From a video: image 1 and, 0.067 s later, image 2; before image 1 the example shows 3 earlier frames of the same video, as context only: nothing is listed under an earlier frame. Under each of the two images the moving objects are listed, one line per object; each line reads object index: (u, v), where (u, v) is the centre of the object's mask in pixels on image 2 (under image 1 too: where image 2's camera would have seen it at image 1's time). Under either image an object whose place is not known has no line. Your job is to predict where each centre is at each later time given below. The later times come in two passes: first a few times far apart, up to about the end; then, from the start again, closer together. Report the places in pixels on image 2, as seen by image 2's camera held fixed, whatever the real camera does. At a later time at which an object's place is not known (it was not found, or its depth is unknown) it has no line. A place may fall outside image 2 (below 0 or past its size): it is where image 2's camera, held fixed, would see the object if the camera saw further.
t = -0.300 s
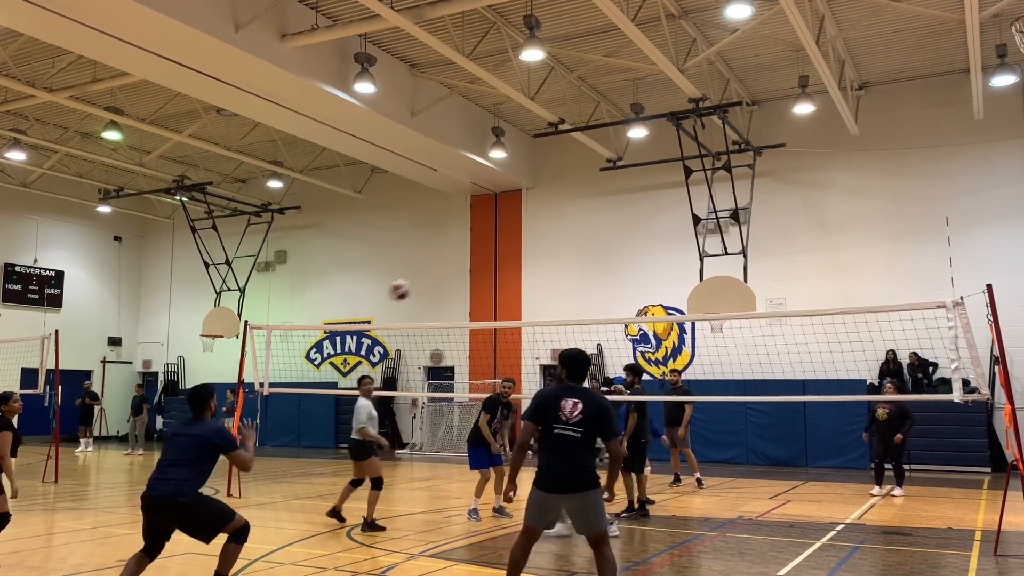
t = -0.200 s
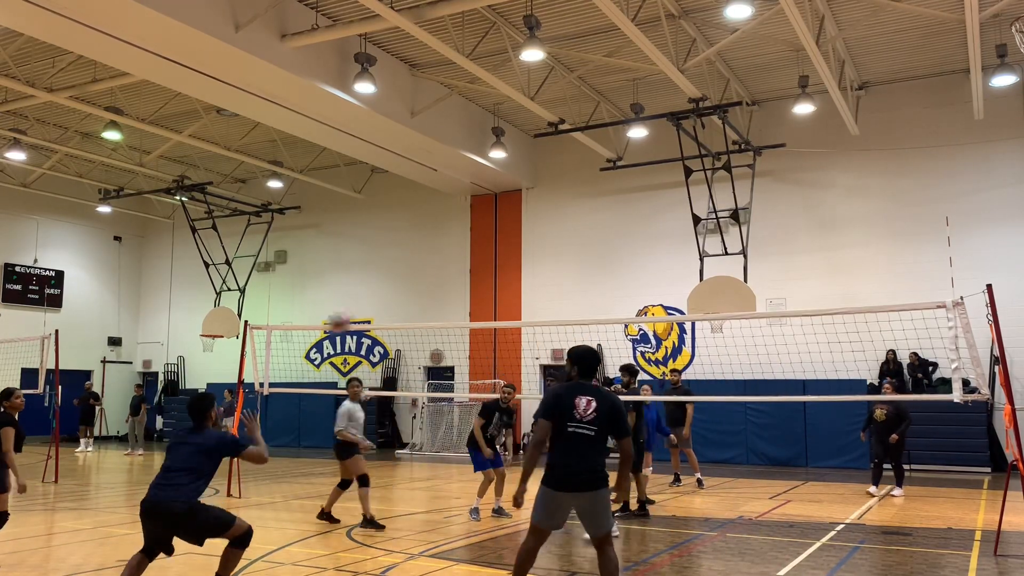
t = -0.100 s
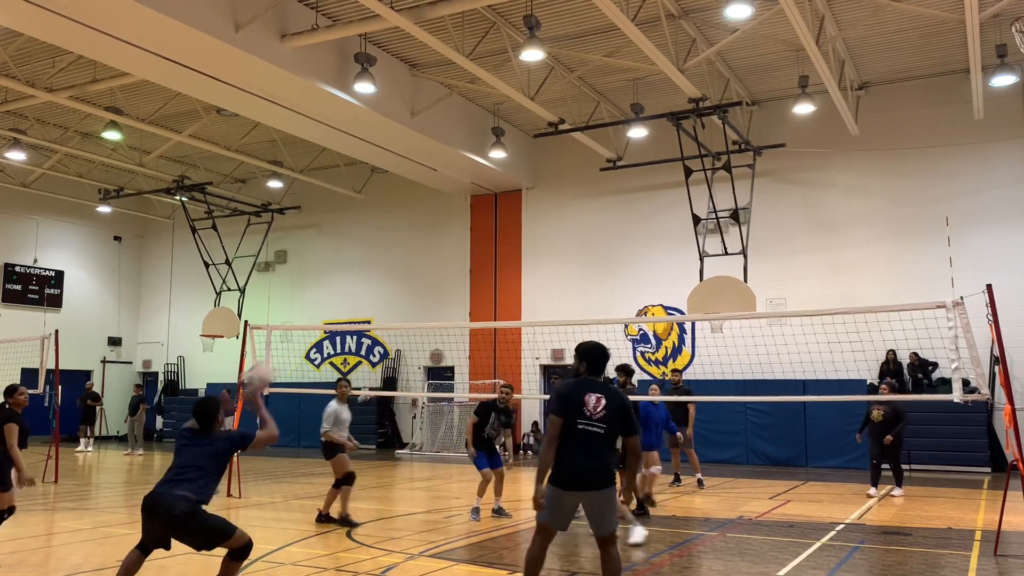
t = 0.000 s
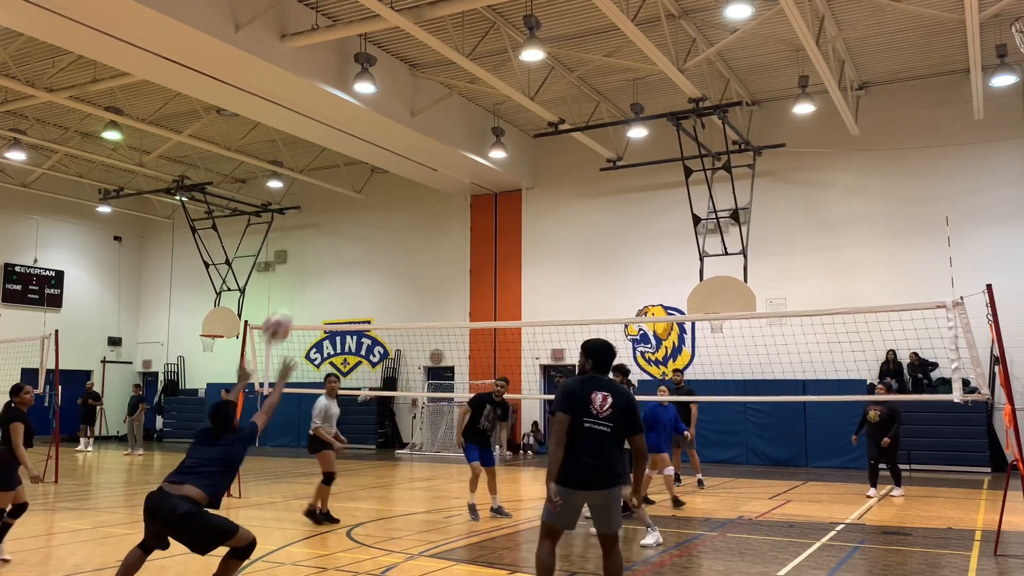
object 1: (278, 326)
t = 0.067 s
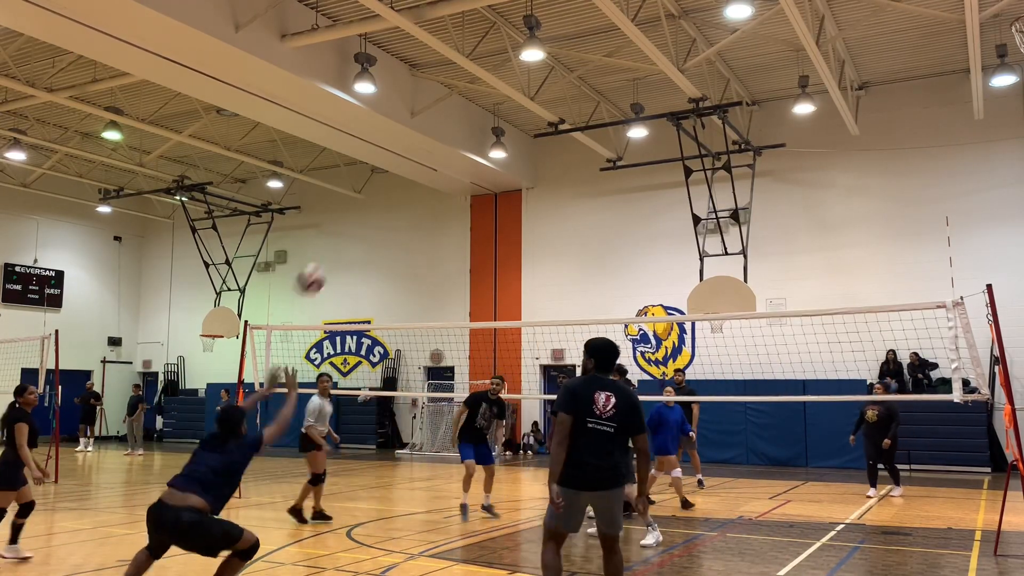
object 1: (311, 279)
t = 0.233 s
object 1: (382, 200)
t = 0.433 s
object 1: (450, 160)
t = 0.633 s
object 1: (509, 165)
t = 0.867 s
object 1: (564, 218)
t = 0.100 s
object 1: (326, 259)
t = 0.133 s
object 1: (340, 241)
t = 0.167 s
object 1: (356, 224)
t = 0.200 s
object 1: (370, 210)
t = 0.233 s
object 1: (382, 200)
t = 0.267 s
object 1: (394, 188)
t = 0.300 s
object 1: (406, 181)
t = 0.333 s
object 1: (419, 173)
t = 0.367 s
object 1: (429, 168)
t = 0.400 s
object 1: (440, 163)
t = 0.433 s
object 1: (450, 160)
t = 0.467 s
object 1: (460, 158)
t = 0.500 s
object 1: (470, 157)
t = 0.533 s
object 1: (479, 157)
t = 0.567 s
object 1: (489, 158)
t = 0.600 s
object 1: (499, 161)
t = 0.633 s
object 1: (509, 165)
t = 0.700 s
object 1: (525, 175)
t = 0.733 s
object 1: (534, 181)
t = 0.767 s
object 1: (542, 189)
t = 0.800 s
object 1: (550, 198)
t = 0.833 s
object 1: (557, 207)
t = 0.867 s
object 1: (564, 218)
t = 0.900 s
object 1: (572, 230)
